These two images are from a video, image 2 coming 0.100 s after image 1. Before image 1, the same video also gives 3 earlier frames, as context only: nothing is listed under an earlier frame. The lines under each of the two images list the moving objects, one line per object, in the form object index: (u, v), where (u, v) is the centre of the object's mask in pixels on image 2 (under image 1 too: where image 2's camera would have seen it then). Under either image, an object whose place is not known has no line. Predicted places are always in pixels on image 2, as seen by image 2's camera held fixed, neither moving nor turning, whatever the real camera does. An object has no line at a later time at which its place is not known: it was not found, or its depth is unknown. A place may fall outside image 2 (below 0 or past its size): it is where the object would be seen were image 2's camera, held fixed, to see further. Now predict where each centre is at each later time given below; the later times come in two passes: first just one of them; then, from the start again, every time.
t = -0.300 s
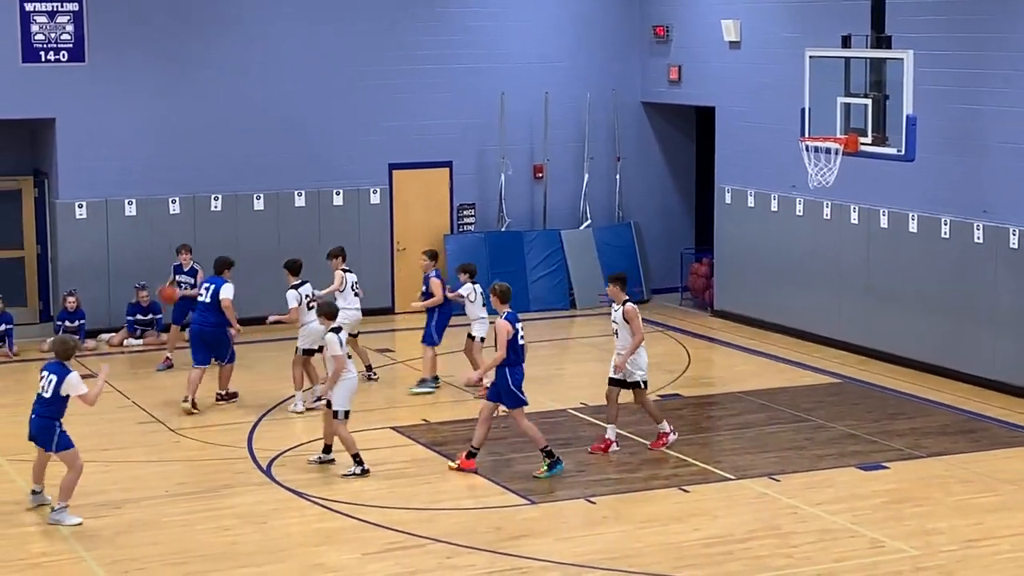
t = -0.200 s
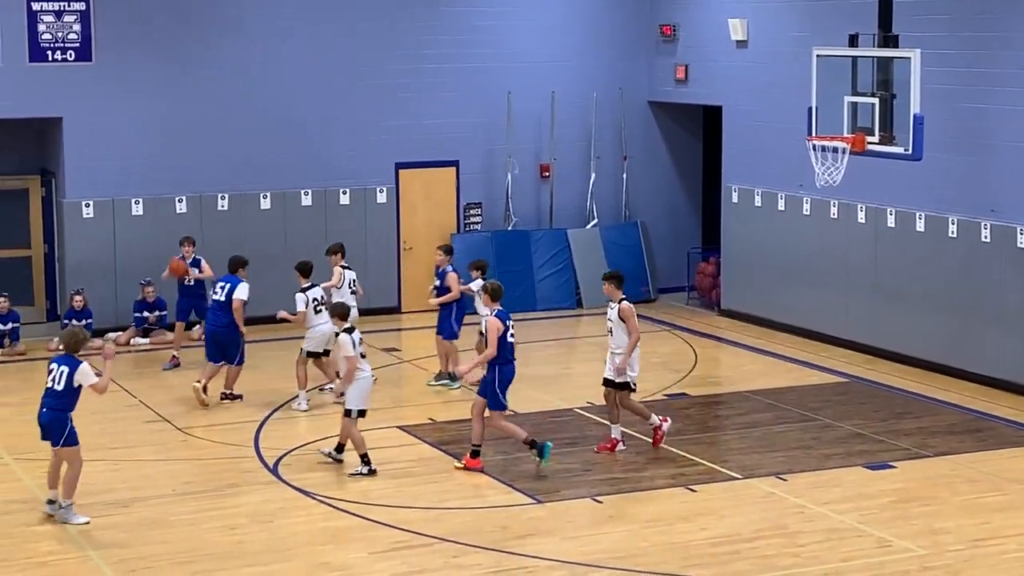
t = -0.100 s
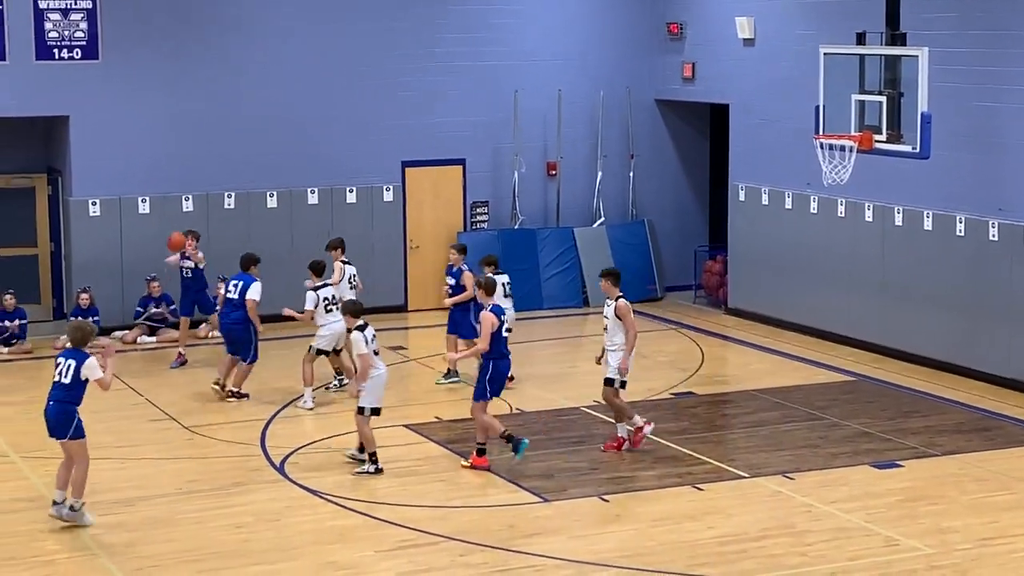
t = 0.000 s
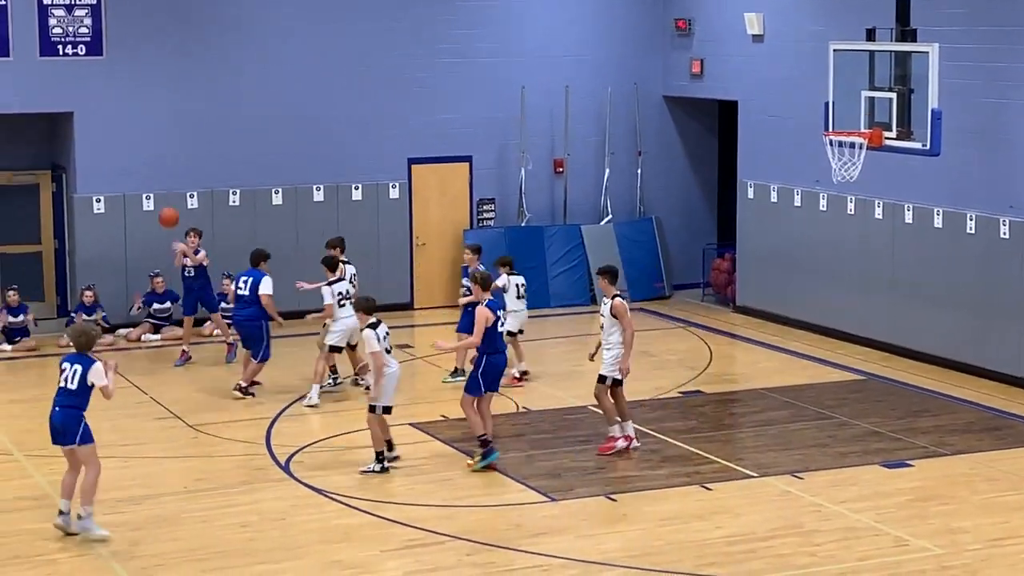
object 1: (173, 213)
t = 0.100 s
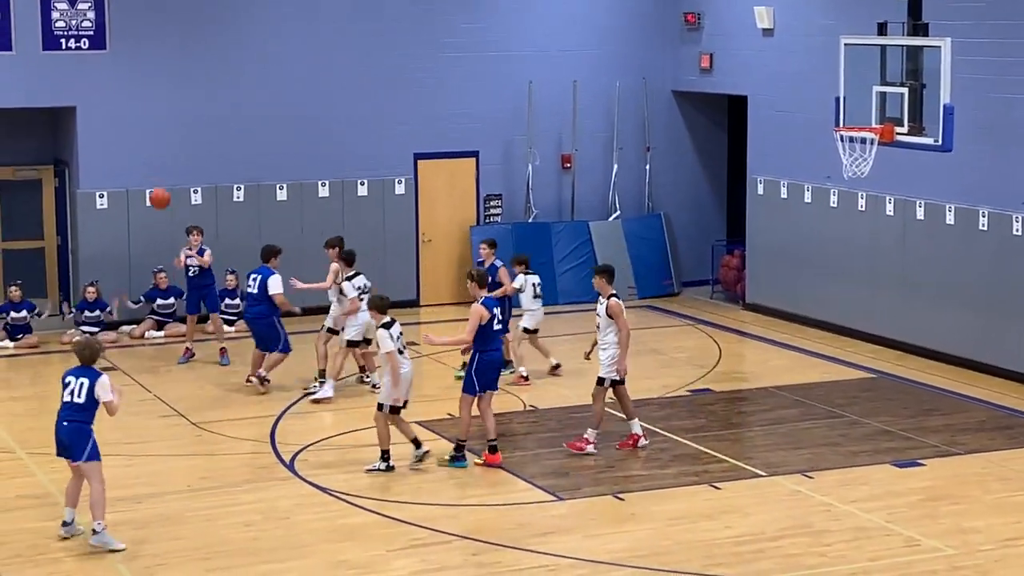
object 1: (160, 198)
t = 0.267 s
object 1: (136, 192)
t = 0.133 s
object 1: (155, 195)
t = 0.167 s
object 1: (151, 193)
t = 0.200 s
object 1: (145, 192)
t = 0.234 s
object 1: (141, 192)
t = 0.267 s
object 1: (136, 192)
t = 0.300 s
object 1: (131, 194)
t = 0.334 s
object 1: (126, 197)
